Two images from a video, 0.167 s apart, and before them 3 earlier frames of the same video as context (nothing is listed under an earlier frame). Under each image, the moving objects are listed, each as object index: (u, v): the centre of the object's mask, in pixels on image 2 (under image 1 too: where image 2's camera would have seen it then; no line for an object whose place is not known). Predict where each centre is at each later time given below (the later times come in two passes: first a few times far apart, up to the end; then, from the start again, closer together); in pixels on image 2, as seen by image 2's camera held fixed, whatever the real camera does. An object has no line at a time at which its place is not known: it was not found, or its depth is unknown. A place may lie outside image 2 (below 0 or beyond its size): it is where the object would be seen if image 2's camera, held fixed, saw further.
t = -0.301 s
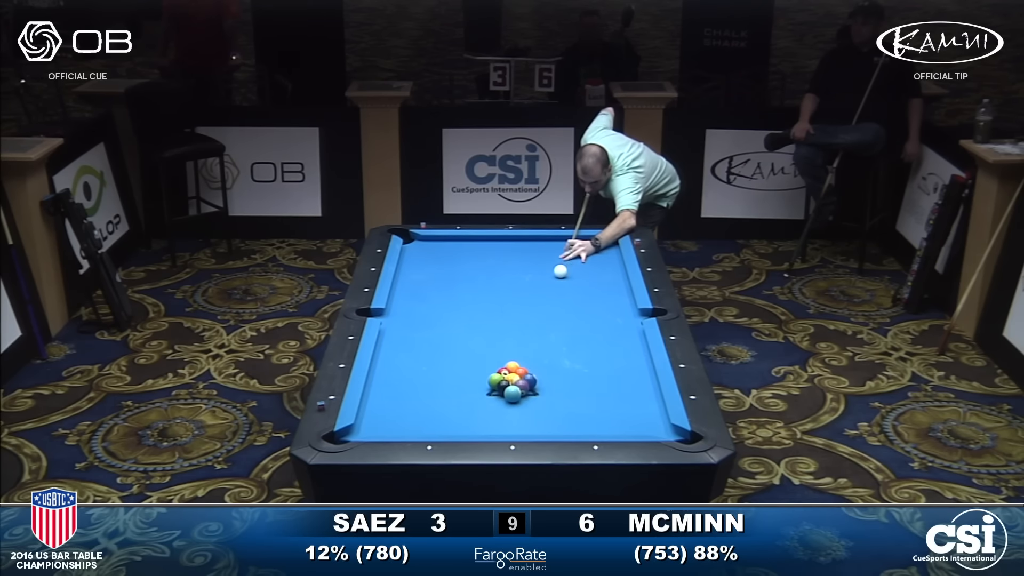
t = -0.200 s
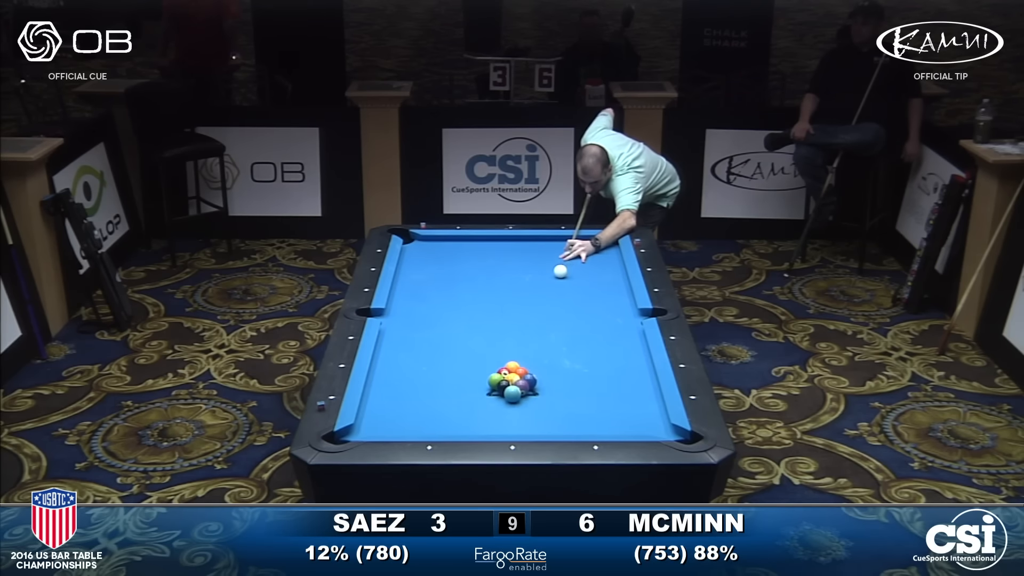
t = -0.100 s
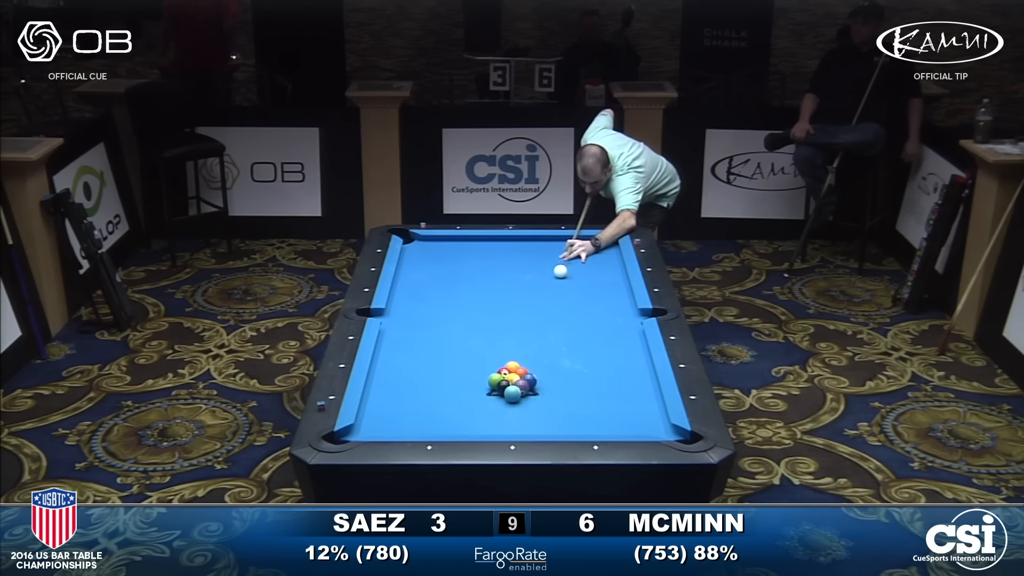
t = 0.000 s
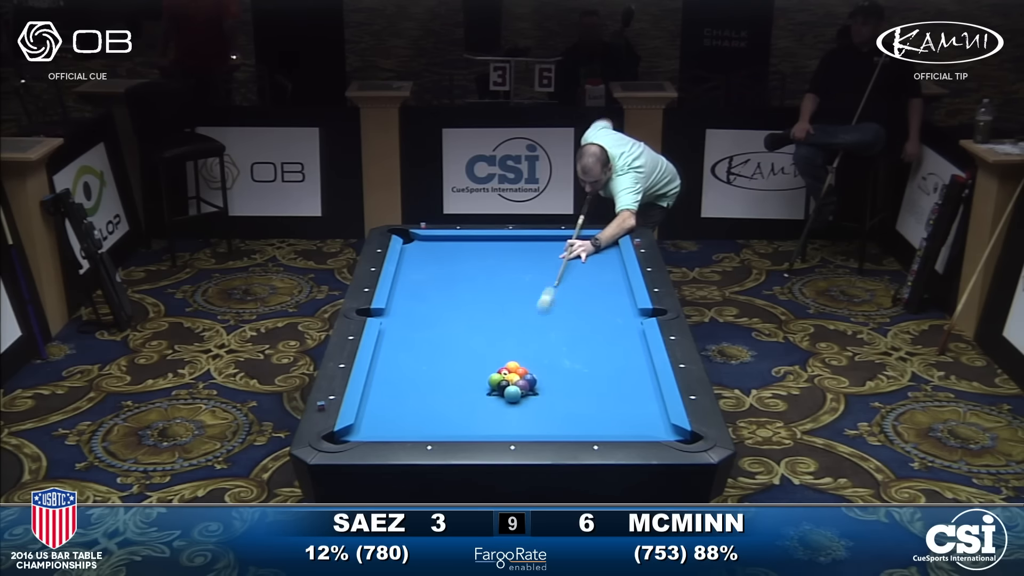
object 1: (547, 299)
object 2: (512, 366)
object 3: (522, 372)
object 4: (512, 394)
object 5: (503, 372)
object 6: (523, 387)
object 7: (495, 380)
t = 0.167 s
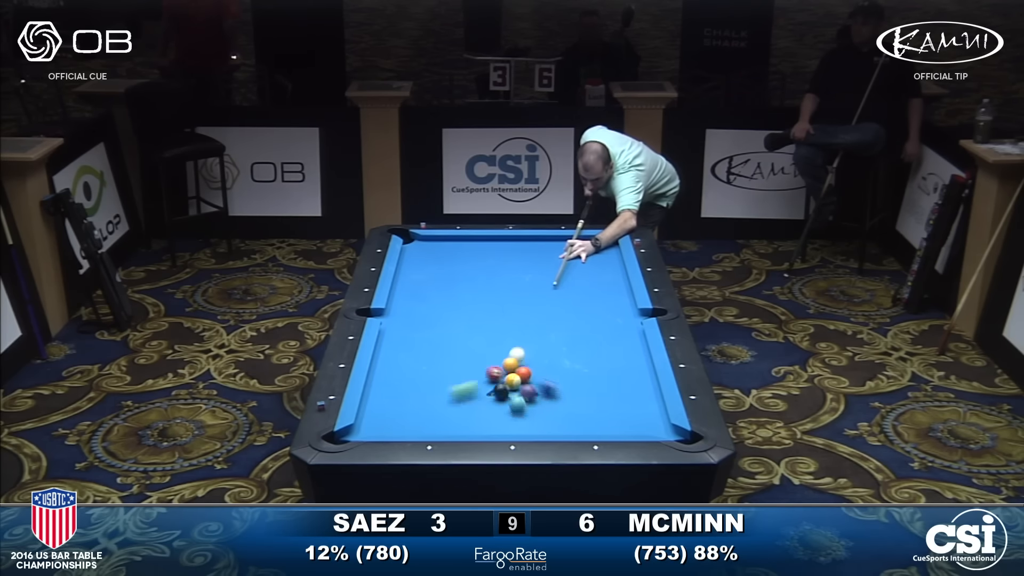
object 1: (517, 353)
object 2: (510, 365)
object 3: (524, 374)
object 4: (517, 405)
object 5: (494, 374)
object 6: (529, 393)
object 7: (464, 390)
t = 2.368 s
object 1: (526, 339)
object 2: (429, 278)
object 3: (625, 316)
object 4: (543, 348)
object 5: (491, 349)
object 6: (618, 368)
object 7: (451, 429)
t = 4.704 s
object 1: (528, 336)
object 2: (423, 242)
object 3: (597, 300)
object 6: (575, 339)
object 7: (451, 428)
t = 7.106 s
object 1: (528, 336)
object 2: (428, 240)
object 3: (597, 300)
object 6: (575, 339)
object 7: (451, 428)
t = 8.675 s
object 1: (528, 336)
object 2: (428, 240)
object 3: (597, 300)
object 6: (575, 339)
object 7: (451, 428)
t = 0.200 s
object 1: (518, 353)
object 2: (509, 364)
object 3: (526, 374)
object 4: (520, 411)
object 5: (488, 373)
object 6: (533, 398)
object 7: (441, 399)
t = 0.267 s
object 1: (521, 352)
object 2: (505, 361)
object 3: (529, 374)
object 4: (526, 425)
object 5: (478, 373)
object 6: (542, 405)
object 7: (395, 412)
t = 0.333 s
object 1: (522, 349)
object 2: (502, 357)
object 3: (532, 373)
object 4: (531, 427)
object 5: (466, 371)
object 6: (551, 411)
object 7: (369, 423)
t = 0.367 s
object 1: (523, 347)
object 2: (500, 355)
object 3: (533, 373)
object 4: (532, 425)
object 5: (461, 370)
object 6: (555, 414)
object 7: (381, 426)
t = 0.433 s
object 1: (524, 345)
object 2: (497, 352)
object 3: (536, 372)
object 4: (535, 419)
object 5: (451, 369)
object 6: (564, 421)
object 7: (404, 429)
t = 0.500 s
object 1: (525, 344)
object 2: (494, 348)
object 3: (539, 372)
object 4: (537, 412)
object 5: (440, 368)
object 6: (572, 426)
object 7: (425, 428)
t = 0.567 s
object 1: (525, 343)
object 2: (491, 345)
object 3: (542, 371)
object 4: (540, 406)
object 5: (430, 367)
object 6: (581, 429)
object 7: (443, 426)
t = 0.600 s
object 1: (525, 343)
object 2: (489, 343)
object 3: (544, 371)
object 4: (541, 403)
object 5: (425, 366)
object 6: (585, 429)
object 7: (453, 426)
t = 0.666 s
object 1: (525, 342)
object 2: (486, 340)
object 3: (547, 370)
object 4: (543, 396)
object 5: (415, 365)
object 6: (590, 427)
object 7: (456, 426)
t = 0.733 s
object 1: (525, 342)
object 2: (484, 336)
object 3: (549, 370)
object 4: (545, 391)
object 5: (405, 364)
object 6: (596, 425)
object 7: (453, 426)
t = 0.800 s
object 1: (525, 341)
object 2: (481, 333)
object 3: (552, 369)
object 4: (548, 385)
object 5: (396, 363)
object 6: (601, 422)
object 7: (453, 427)
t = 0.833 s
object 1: (525, 341)
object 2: (480, 332)
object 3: (553, 368)
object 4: (549, 382)
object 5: (391, 363)
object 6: (603, 420)
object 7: (452, 427)
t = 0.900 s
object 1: (525, 341)
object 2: (477, 329)
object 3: (557, 366)
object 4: (551, 377)
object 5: (381, 362)
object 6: (609, 417)
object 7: (452, 427)
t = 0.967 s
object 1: (526, 340)
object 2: (474, 326)
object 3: (561, 365)
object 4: (551, 374)
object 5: (383, 361)
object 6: (614, 414)
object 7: (452, 427)
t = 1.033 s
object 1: (526, 340)
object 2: (471, 323)
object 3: (564, 363)
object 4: (550, 372)
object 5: (389, 360)
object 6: (619, 411)
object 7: (452, 428)
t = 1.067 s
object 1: (526, 340)
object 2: (470, 322)
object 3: (565, 361)
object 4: (550, 371)
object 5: (392, 360)
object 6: (621, 409)
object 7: (452, 428)
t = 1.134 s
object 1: (526, 340)
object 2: (468, 319)
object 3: (569, 358)
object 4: (550, 369)
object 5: (398, 359)
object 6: (626, 406)
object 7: (452, 428)
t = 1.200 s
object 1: (526, 339)
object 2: (465, 316)
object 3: (573, 356)
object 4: (549, 368)
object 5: (404, 358)
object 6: (631, 403)
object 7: (452, 428)
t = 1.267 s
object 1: (526, 339)
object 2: (462, 314)
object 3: (577, 353)
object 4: (549, 366)
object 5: (410, 358)
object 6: (635, 401)
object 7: (452, 429)
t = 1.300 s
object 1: (526, 339)
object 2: (461, 312)
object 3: (578, 351)
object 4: (549, 365)
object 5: (413, 357)
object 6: (637, 399)
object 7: (452, 429)
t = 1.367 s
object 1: (526, 339)
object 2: (459, 310)
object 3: (582, 349)
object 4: (548, 364)
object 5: (418, 357)
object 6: (642, 396)
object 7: (451, 429)
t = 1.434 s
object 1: (526, 339)
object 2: (457, 307)
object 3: (585, 346)
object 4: (547, 363)
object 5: (424, 356)
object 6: (646, 394)
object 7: (451, 428)
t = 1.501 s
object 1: (526, 339)
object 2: (454, 305)
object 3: (589, 344)
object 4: (547, 361)
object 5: (429, 356)
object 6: (650, 391)
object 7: (451, 429)
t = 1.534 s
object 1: (526, 339)
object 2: (453, 304)
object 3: (590, 342)
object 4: (547, 360)
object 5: (432, 355)
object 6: (652, 390)
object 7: (451, 429)
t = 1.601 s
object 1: (526, 339)
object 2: (451, 301)
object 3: (594, 340)
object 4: (546, 359)
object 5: (437, 355)
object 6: (650, 388)
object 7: (451, 429)
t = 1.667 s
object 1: (526, 339)
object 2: (449, 299)
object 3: (597, 337)
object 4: (546, 358)
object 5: (442, 354)
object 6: (647, 386)
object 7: (451, 429)
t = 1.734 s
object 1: (526, 339)
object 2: (447, 297)
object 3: (600, 335)
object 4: (546, 357)
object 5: (447, 354)
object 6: (644, 384)
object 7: (451, 429)
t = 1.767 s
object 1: (526, 339)
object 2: (446, 295)
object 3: (601, 334)
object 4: (546, 356)
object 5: (450, 353)
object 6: (642, 383)
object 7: (451, 428)
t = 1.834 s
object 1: (526, 339)
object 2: (444, 293)
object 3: (604, 332)
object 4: (546, 355)
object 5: (455, 353)
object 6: (639, 381)
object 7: (451, 429)
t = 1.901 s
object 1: (526, 339)
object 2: (442, 291)
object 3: (607, 330)
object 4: (545, 354)
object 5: (460, 352)
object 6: (636, 379)
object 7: (451, 429)
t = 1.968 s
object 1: (526, 339)
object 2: (440, 289)
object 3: (610, 328)
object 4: (545, 352)
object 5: (464, 352)
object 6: (633, 377)
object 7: (451, 429)
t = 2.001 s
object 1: (526, 339)
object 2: (439, 288)
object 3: (611, 326)
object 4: (545, 352)
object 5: (467, 351)
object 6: (632, 376)
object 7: (451, 428)
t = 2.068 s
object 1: (526, 339)
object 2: (437, 286)
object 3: (614, 324)
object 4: (544, 352)
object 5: (471, 351)
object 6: (629, 375)
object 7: (451, 428)
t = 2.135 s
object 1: (526, 339)
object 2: (435, 284)
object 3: (617, 322)
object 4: (544, 351)
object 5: (476, 350)
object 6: (626, 373)
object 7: (451, 428)
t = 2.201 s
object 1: (526, 339)
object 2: (433, 282)
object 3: (619, 320)
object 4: (544, 350)
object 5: (480, 350)
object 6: (624, 371)
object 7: (451, 429)
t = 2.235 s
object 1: (526, 339)
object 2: (432, 281)
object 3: (620, 319)
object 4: (544, 350)
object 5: (482, 349)
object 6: (622, 370)
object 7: (451, 428)
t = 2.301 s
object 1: (526, 339)
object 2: (430, 280)
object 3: (623, 318)
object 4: (543, 349)
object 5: (486, 349)
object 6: (620, 369)
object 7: (451, 429)
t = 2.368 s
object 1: (526, 339)
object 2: (429, 278)
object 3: (625, 316)
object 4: (543, 348)
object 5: (491, 349)
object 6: (618, 368)
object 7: (451, 429)
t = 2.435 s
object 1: (526, 339)
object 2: (427, 276)
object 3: (628, 314)
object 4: (543, 347)
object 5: (495, 348)
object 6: (616, 366)
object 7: (451, 428)
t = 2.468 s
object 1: (526, 339)
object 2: (426, 275)
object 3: (629, 313)
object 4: (543, 347)
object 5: (497, 348)
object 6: (615, 365)
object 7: (451, 428)
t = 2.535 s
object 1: (526, 339)
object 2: (424, 274)
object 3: (631, 311)
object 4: (543, 346)
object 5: (500, 347)
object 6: (612, 364)
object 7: (451, 428)
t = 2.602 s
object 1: (526, 339)
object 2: (423, 272)
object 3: (631, 310)
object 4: (543, 346)
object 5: (504, 347)
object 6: (610, 362)
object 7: (451, 428)
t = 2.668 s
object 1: (526, 339)
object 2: (421, 270)
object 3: (629, 309)
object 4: (543, 345)
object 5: (508, 347)
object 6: (608, 361)
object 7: (451, 429)
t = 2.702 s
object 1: (526, 339)
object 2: (420, 270)
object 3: (628, 309)
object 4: (543, 345)
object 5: (510, 346)
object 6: (607, 361)
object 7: (451, 429)
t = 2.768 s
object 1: (526, 339)
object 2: (419, 268)
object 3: (625, 308)
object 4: (543, 344)
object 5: (513, 346)
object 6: (605, 359)
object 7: (451, 429)
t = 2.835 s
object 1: (527, 338)
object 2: (417, 266)
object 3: (623, 308)
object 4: (543, 344)
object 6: (604, 358)
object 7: (451, 429)
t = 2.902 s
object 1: (527, 338)
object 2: (416, 265)
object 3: (621, 307)
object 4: (543, 343)
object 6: (602, 357)
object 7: (451, 428)
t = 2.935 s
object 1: (527, 337)
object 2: (415, 264)
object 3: (621, 307)
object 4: (543, 343)
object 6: (601, 356)
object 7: (451, 428)
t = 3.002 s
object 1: (528, 336)
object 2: (414, 263)
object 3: (619, 306)
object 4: (543, 342)
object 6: (599, 355)
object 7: (451, 428)
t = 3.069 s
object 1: (527, 335)
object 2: (413, 262)
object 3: (617, 305)
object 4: (543, 342)
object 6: (597, 354)
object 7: (451, 428)
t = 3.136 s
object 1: (527, 335)
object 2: (411, 260)
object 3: (615, 305)
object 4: (543, 341)
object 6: (596, 353)
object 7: (451, 429)
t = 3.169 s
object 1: (527, 335)
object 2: (411, 260)
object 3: (615, 305)
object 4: (543, 341)
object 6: (595, 352)
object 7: (451, 428)
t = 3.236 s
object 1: (527, 335)
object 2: (409, 259)
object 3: (613, 304)
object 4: (544, 341)
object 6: (593, 352)
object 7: (451, 429)
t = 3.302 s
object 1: (527, 336)
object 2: (408, 257)
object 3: (611, 304)
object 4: (545, 340)
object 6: (592, 351)
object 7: (451, 429)
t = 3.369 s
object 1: (527, 336)
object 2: (407, 256)
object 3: (610, 303)
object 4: (545, 340)
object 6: (591, 350)
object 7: (451, 428)
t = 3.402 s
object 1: (527, 336)
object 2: (406, 256)
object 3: (609, 303)
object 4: (545, 339)
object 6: (590, 349)
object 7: (451, 429)
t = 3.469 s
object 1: (527, 336)
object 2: (406, 254)
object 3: (608, 303)
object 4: (546, 339)
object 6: (589, 349)
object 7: (451, 429)
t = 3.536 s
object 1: (527, 336)
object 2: (407, 253)
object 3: (607, 302)
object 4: (546, 339)
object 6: (588, 348)
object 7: (451, 429)
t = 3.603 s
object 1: (528, 336)
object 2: (408, 253)
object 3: (605, 302)
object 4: (546, 338)
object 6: (587, 347)
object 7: (451, 429)
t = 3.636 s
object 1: (528, 336)
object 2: (409, 252)
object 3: (605, 302)
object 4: (547, 338)
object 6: (586, 347)
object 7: (451, 429)
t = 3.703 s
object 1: (528, 336)
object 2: (410, 251)
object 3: (604, 301)
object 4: (547, 338)
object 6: (585, 346)
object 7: (451, 429)
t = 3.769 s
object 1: (528, 336)
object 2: (411, 251)
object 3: (603, 301)
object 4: (547, 337)
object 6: (584, 345)
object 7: (451, 428)
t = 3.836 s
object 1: (528, 336)
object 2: (412, 250)
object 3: (602, 301)
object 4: (547, 337)
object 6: (583, 345)
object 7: (451, 428)
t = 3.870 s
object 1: (528, 336)
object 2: (413, 249)
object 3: (601, 301)
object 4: (547, 337)
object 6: (583, 344)
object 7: (451, 428)
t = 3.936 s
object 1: (528, 336)
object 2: (414, 249)
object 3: (601, 301)
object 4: (547, 337)
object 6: (582, 344)
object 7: (451, 428)
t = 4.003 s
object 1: (528, 336)
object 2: (415, 248)
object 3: (600, 300)
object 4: (547, 336)
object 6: (581, 343)
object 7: (451, 428)
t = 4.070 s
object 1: (528, 336)
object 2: (416, 247)
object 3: (599, 300)
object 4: (547, 336)
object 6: (580, 343)
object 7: (451, 428)
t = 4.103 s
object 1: (528, 336)
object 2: (416, 247)
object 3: (599, 300)
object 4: (547, 336)
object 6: (580, 342)
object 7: (451, 428)
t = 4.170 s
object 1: (528, 336)
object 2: (417, 246)
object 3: (598, 300)
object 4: (547, 336)
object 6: (579, 342)
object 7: (451, 428)
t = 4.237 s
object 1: (528, 336)
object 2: (418, 246)
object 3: (598, 300)
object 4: (547, 336)
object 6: (579, 342)
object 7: (451, 428)
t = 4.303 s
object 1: (528, 336)
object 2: (419, 245)
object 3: (598, 300)
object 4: (547, 336)
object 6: (578, 341)
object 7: (451, 428)
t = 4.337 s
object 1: (528, 336)
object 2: (419, 245)
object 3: (598, 300)
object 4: (547, 336)
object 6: (577, 341)
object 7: (451, 428)
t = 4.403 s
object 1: (528, 336)
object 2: (420, 244)
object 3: (597, 300)
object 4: (547, 336)
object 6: (577, 340)
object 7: (451, 428)
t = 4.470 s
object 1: (528, 336)
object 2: (421, 244)
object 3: (597, 299)
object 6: (576, 340)
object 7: (451, 428)
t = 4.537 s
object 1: (528, 336)
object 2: (421, 243)
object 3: (597, 299)
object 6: (576, 340)
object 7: (451, 428)
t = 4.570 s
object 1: (528, 336)
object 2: (422, 243)
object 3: (597, 299)
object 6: (576, 340)
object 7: (451, 428)
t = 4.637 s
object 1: (528, 336)
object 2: (422, 243)
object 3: (597, 300)
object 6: (575, 340)
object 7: (451, 428)
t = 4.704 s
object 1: (528, 336)
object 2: (423, 242)
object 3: (597, 300)
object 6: (575, 339)
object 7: (451, 428)
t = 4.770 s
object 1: (528, 336)
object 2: (424, 242)
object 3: (597, 300)
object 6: (575, 339)
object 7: (451, 428)
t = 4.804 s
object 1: (528, 336)
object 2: (424, 242)
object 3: (597, 300)
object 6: (575, 339)
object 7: (451, 428)
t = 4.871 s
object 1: (528, 336)
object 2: (424, 242)
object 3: (597, 300)
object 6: (575, 339)
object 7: (451, 428)
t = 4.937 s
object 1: (528, 336)
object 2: (425, 241)
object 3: (597, 300)
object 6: (575, 339)
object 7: (451, 428)
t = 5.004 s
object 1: (528, 336)
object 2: (425, 241)
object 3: (597, 300)
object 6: (575, 339)
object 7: (451, 428)
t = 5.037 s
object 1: (528, 336)
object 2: (426, 241)
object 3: (597, 300)
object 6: (575, 339)
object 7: (451, 428)
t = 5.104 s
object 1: (528, 336)
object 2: (426, 241)
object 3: (597, 300)
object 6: (575, 339)
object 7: (451, 428)
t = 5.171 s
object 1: (528, 336)
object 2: (426, 240)
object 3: (597, 300)
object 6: (575, 339)
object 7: (451, 428)
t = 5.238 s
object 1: (528, 336)
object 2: (426, 240)
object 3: (597, 300)
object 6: (575, 339)
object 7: (451, 428)
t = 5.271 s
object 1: (528, 336)
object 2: (427, 240)
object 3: (597, 299)
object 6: (575, 339)
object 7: (451, 428)
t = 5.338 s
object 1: (528, 336)
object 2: (427, 240)
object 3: (597, 299)
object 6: (575, 339)
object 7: (451, 428)
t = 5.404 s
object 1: (528, 336)
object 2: (427, 240)
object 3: (597, 300)
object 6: (575, 339)
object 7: (451, 428)
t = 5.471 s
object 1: (528, 336)
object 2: (427, 240)
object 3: (597, 300)
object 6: (575, 339)
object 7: (451, 428)
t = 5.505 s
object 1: (528, 336)
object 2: (428, 240)
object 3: (597, 300)
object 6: (575, 339)
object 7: (451, 428)
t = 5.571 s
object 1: (528, 336)
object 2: (428, 240)
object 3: (597, 300)
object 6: (575, 339)
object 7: (451, 428)
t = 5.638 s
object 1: (528, 336)
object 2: (428, 240)
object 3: (597, 300)
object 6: (575, 339)
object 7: (451, 428)
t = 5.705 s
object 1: (528, 336)
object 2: (428, 240)
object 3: (597, 300)
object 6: (575, 339)
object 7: (451, 428)
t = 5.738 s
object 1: (528, 336)
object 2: (428, 240)
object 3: (597, 300)
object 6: (575, 339)
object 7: (451, 428)
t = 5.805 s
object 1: (528, 336)
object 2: (428, 240)
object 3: (597, 300)
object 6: (575, 339)
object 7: (451, 428)
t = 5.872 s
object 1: (528, 336)
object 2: (428, 240)
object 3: (597, 300)
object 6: (575, 339)
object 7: (451, 428)
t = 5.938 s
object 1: (528, 336)
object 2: (428, 240)
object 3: (597, 299)
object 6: (575, 339)
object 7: (451, 428)
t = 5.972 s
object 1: (528, 336)
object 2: (428, 240)
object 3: (597, 300)
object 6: (575, 339)
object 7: (451, 429)
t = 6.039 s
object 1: (528, 336)
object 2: (428, 240)
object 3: (597, 300)
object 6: (575, 339)
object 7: (451, 428)
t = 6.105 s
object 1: (528, 336)
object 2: (428, 240)
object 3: (597, 300)
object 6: (575, 339)
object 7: (451, 428)
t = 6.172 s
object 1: (528, 336)
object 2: (428, 240)
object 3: (597, 300)
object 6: (575, 339)
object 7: (451, 428)
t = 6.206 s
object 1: (528, 336)
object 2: (428, 240)
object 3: (597, 300)
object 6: (575, 339)
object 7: (451, 428)
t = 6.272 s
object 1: (528, 336)
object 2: (428, 240)
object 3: (597, 300)
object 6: (575, 339)
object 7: (451, 428)
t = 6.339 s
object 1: (528, 336)
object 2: (428, 240)
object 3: (597, 300)
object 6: (575, 339)
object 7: (451, 428)
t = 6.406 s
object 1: (528, 336)
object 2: (428, 240)
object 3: (597, 300)
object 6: (575, 339)
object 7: (451, 428)
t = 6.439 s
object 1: (528, 336)
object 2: (428, 240)
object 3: (597, 300)
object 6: (575, 339)
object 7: (451, 428)
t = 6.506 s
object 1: (528, 336)
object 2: (428, 240)
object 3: (597, 300)
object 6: (575, 339)
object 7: (451, 428)
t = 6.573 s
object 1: (528, 336)
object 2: (428, 240)
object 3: (597, 300)
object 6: (575, 339)
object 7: (451, 428)
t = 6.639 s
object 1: (528, 336)
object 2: (428, 240)
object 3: (597, 300)
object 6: (575, 339)
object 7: (451, 428)
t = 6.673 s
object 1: (528, 336)
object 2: (428, 240)
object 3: (597, 300)
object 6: (575, 339)
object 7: (451, 428)
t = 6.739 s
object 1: (528, 336)
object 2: (428, 240)
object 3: (597, 300)
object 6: (575, 339)
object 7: (451, 428)
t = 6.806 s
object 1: (528, 336)
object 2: (428, 240)
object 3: (597, 300)
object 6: (575, 339)
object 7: (451, 428)
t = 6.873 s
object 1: (528, 336)
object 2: (428, 240)
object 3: (597, 300)
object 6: (575, 339)
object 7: (451, 428)
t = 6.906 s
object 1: (528, 336)
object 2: (428, 240)
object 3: (597, 300)
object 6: (575, 339)
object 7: (451, 428)
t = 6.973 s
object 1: (528, 336)
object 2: (428, 240)
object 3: (597, 300)
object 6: (575, 339)
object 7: (451, 428)
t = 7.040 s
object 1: (528, 336)
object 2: (428, 240)
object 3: (597, 300)
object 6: (575, 339)
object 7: (451, 428)
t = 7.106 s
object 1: (528, 336)
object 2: (428, 240)
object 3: (597, 300)
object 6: (575, 339)
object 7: (451, 428)
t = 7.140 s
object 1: (528, 336)
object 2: (428, 240)
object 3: (597, 300)
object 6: (575, 339)
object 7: (451, 428)
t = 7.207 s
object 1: (528, 336)
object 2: (428, 240)
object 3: (597, 300)
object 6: (575, 339)
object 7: (451, 428)
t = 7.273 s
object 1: (528, 336)
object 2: (428, 240)
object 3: (597, 300)
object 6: (575, 339)
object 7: (451, 428)
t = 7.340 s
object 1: (528, 336)
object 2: (428, 240)
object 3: (597, 300)
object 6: (575, 339)
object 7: (451, 429)
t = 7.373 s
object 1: (528, 336)
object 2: (428, 240)
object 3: (597, 300)
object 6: (575, 339)
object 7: (451, 428)
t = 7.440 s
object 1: (528, 336)
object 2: (428, 240)
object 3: (597, 300)
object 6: (575, 339)
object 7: (451, 428)
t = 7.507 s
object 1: (528, 336)
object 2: (428, 240)
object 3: (597, 300)
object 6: (575, 339)
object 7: (451, 428)
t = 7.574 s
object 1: (528, 336)
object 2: (428, 240)
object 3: (597, 300)
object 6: (575, 339)
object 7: (451, 428)
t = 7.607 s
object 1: (528, 336)
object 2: (428, 240)
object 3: (597, 300)
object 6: (575, 339)
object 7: (451, 428)
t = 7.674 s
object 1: (528, 336)
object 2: (428, 240)
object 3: (597, 300)
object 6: (575, 339)
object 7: (451, 428)
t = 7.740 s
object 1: (528, 336)
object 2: (428, 240)
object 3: (597, 300)
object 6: (575, 339)
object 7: (451, 428)
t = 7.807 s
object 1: (528, 336)
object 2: (428, 240)
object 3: (597, 300)
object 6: (575, 339)
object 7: (451, 428)
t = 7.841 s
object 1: (528, 336)
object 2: (428, 240)
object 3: (597, 300)
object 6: (575, 339)
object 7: (451, 428)
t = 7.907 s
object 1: (528, 336)
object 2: (428, 240)
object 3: (597, 300)
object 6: (575, 339)
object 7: (451, 428)
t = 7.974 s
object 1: (528, 336)
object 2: (428, 240)
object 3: (597, 300)
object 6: (575, 339)
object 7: (451, 428)
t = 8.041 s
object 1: (528, 336)
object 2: (428, 240)
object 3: (597, 300)
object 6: (575, 339)
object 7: (451, 429)
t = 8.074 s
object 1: (528, 336)
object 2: (428, 240)
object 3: (597, 300)
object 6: (575, 339)
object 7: (451, 428)
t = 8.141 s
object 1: (528, 336)
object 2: (428, 240)
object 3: (597, 300)
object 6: (575, 339)
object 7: (451, 428)
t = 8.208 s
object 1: (528, 336)
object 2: (428, 240)
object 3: (597, 300)
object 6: (575, 339)
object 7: (451, 429)
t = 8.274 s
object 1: (528, 336)
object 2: (428, 240)
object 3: (597, 300)
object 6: (575, 339)
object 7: (451, 428)
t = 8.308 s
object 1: (528, 336)
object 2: (428, 240)
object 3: (597, 300)
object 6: (575, 339)
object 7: (451, 428)
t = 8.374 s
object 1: (528, 336)
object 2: (428, 240)
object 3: (597, 300)
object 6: (575, 339)
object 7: (451, 429)
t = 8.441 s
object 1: (528, 336)
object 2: (428, 240)
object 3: (597, 300)
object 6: (575, 339)
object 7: (451, 428)
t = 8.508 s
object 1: (528, 336)
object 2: (428, 240)
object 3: (597, 300)
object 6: (575, 339)
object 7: (451, 429)
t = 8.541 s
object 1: (528, 336)
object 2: (428, 240)
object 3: (597, 300)
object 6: (575, 339)
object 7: (451, 429)
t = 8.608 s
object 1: (528, 336)
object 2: (428, 240)
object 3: (597, 300)
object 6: (575, 339)
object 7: (451, 428)
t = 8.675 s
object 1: (528, 336)
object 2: (428, 240)
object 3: (597, 300)
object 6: (575, 339)
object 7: (451, 428)
